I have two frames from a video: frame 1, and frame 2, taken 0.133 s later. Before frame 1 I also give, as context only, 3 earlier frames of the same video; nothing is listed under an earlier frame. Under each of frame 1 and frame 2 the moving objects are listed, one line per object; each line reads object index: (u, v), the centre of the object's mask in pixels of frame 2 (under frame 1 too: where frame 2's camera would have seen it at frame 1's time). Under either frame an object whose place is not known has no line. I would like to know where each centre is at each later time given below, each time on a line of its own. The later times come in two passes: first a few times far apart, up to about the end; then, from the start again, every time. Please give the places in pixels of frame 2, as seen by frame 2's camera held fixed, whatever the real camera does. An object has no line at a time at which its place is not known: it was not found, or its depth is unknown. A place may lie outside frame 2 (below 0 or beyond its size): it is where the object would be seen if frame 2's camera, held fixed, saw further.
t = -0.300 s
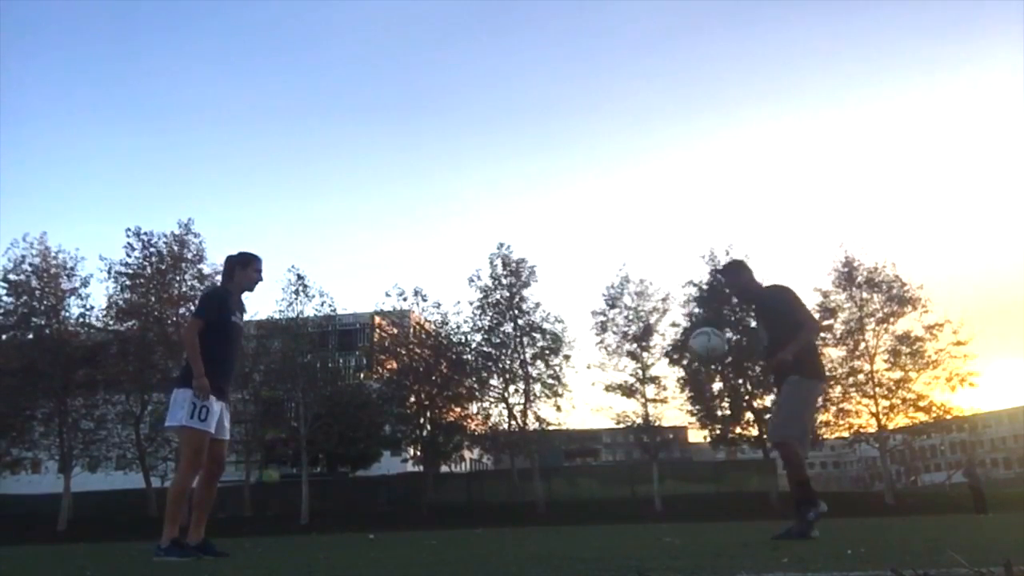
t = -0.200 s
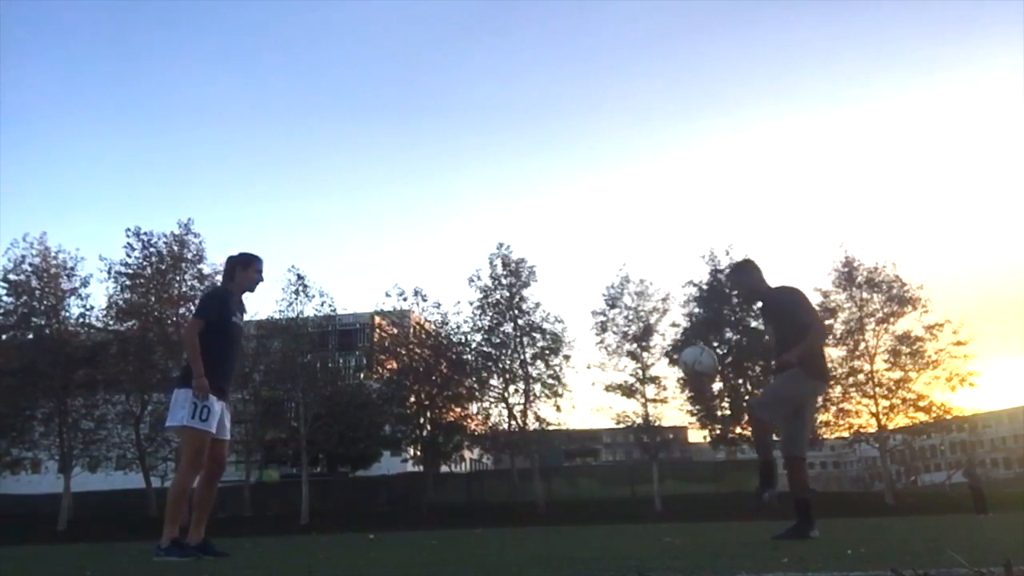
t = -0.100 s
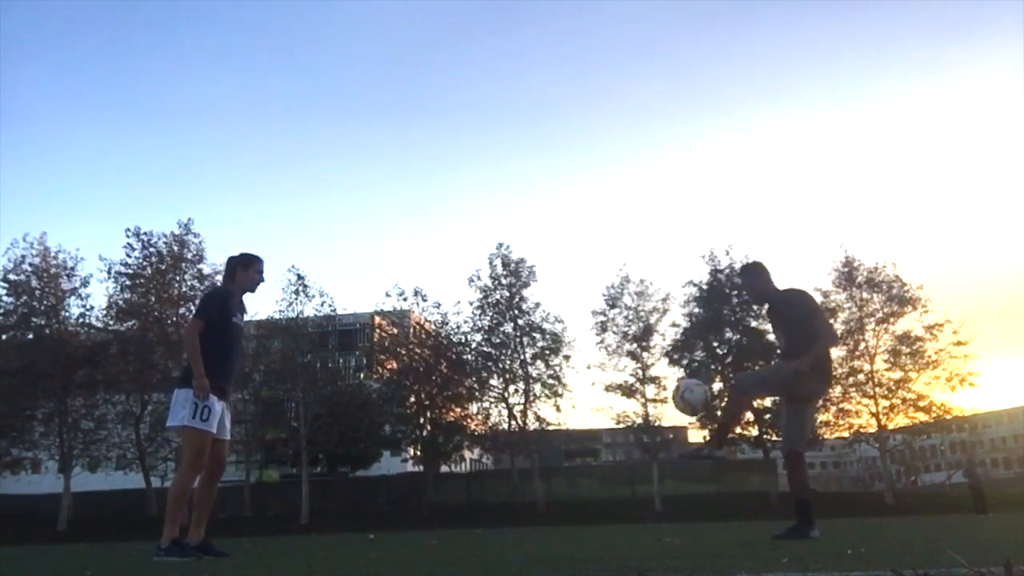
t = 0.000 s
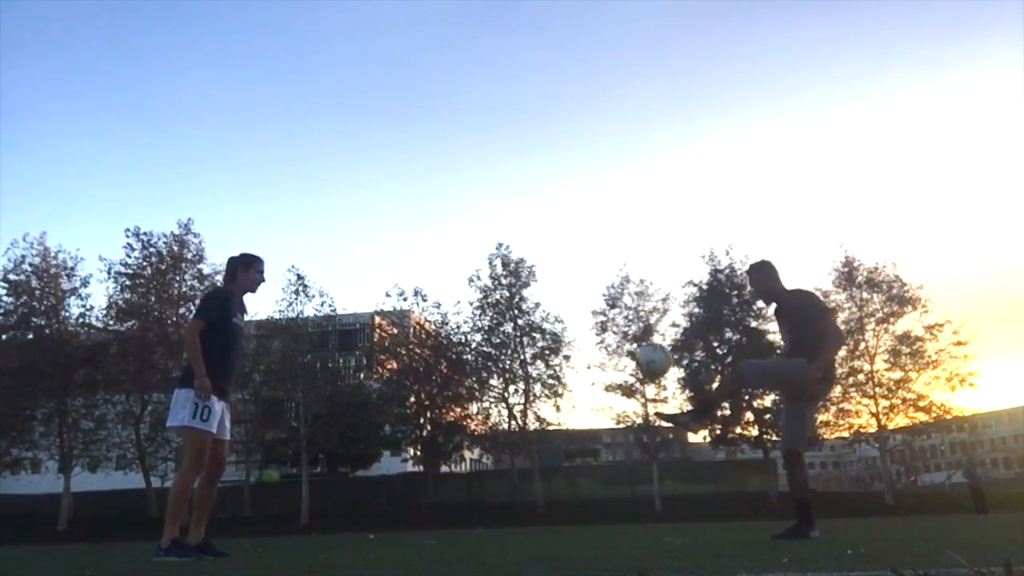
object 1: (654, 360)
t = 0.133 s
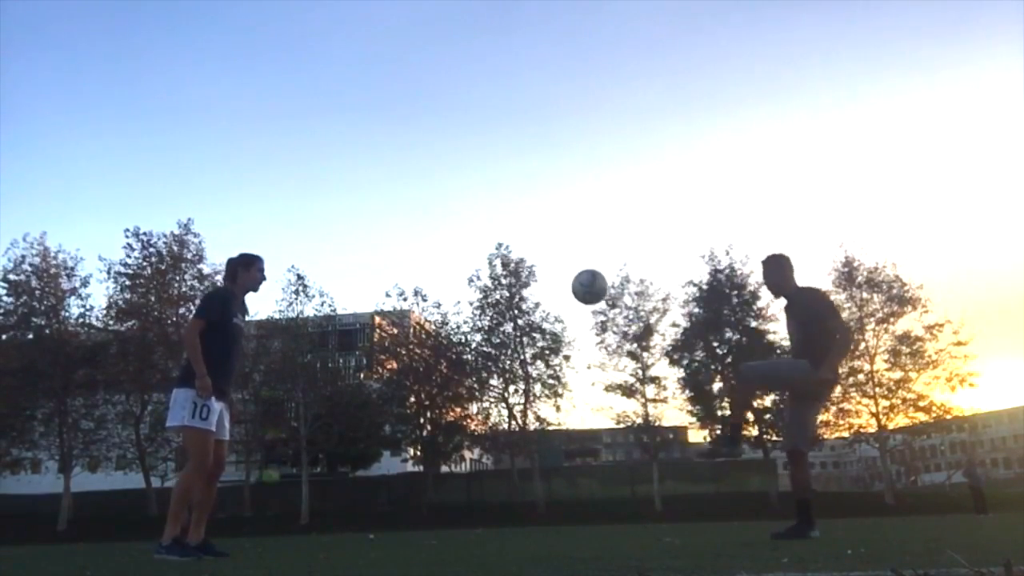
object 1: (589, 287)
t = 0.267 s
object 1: (529, 243)
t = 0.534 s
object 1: (409, 238)
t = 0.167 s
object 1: (574, 273)
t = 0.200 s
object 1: (559, 261)
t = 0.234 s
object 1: (544, 251)
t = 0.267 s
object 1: (529, 243)
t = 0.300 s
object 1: (514, 236)
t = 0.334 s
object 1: (499, 231)
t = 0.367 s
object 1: (484, 228)
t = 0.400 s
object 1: (469, 227)
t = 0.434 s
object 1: (454, 227)
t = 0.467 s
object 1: (439, 228)
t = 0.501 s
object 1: (424, 232)
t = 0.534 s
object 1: (409, 238)
